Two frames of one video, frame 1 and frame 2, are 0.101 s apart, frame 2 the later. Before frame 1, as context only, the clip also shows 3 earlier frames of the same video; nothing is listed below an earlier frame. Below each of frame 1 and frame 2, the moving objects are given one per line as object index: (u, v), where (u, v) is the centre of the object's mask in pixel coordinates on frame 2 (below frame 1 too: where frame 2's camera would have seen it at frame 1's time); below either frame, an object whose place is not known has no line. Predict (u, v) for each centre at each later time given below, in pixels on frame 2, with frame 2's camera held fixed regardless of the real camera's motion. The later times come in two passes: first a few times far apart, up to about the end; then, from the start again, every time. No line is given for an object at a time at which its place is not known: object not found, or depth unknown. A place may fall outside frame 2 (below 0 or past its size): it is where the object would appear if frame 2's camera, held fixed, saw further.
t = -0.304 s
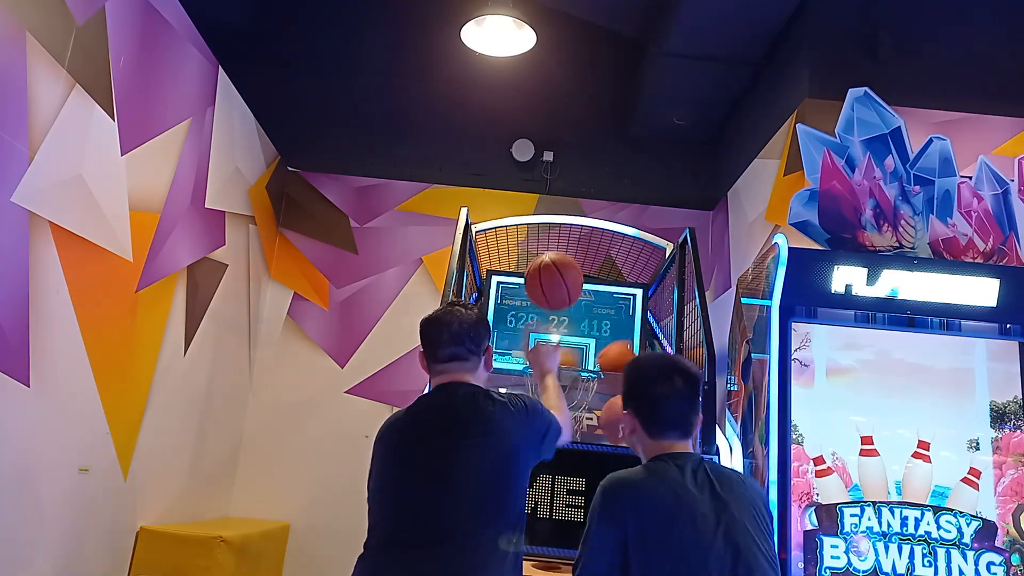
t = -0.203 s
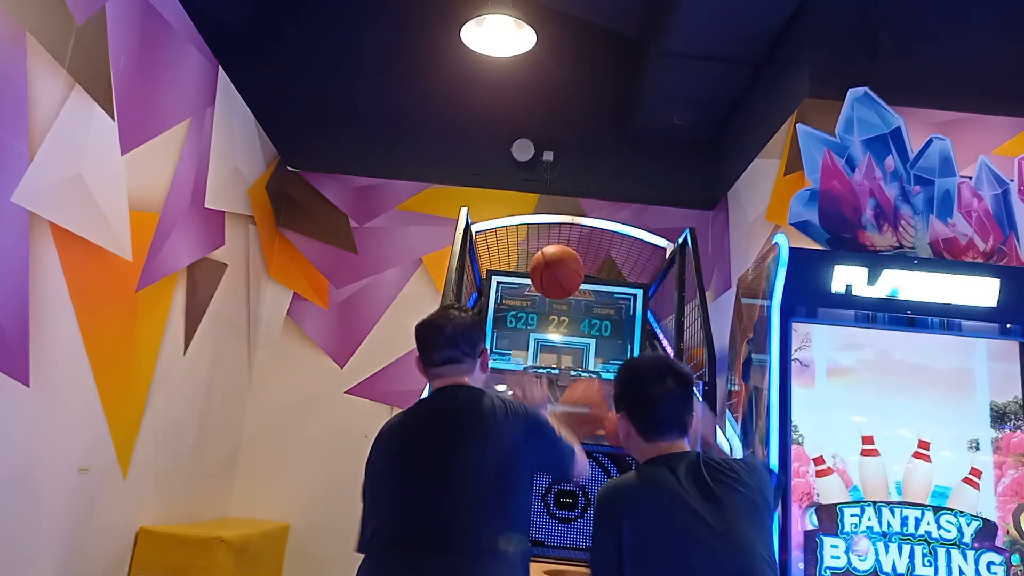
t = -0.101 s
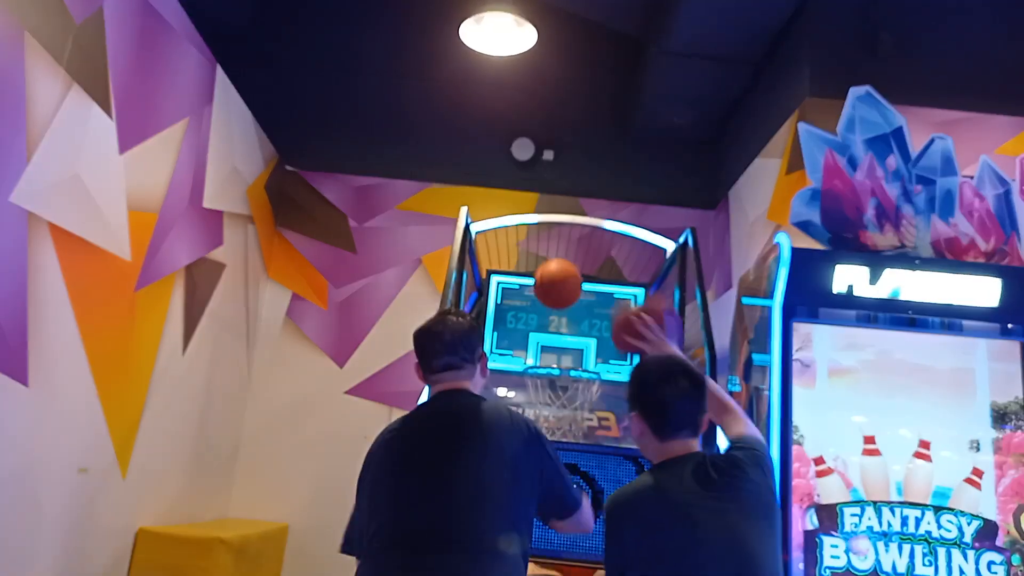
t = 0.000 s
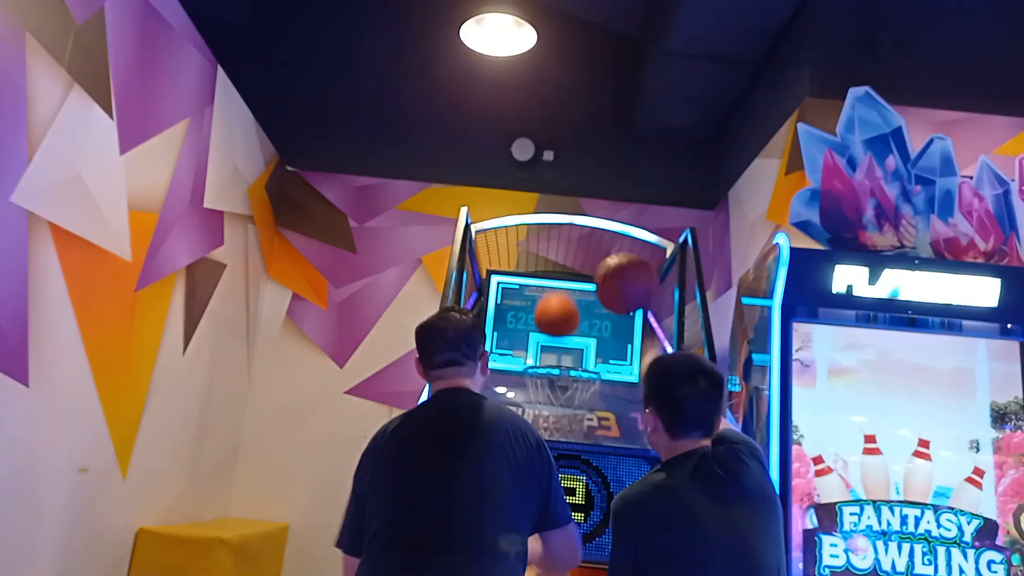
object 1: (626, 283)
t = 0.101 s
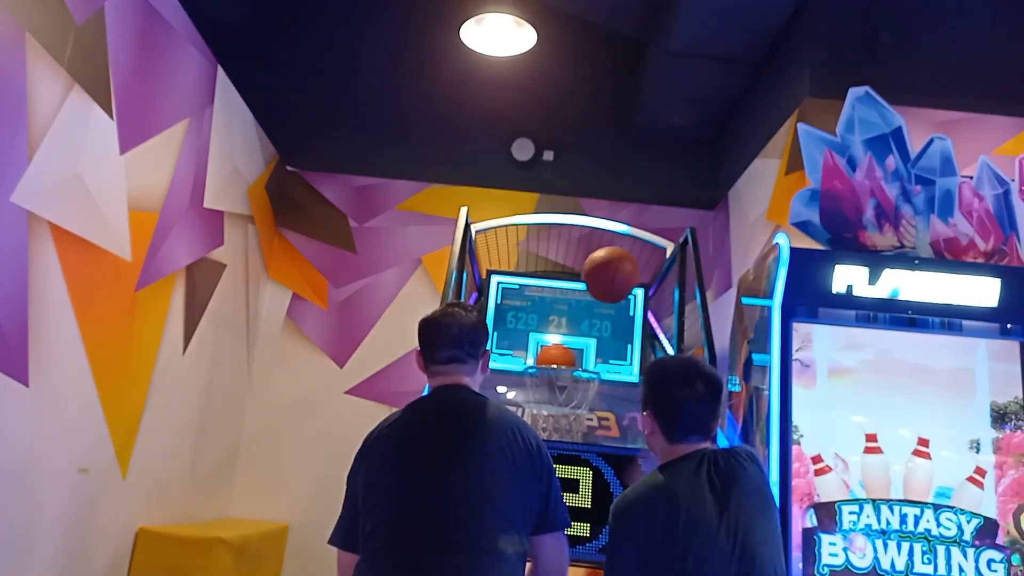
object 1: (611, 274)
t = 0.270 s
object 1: (587, 308)
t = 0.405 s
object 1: (585, 345)
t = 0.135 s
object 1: (606, 276)
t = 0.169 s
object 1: (601, 280)
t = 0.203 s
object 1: (597, 286)
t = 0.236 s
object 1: (592, 295)
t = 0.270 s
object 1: (587, 308)
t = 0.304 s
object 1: (583, 318)
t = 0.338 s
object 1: (578, 334)
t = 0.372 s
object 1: (581, 346)
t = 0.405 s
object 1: (585, 345)
